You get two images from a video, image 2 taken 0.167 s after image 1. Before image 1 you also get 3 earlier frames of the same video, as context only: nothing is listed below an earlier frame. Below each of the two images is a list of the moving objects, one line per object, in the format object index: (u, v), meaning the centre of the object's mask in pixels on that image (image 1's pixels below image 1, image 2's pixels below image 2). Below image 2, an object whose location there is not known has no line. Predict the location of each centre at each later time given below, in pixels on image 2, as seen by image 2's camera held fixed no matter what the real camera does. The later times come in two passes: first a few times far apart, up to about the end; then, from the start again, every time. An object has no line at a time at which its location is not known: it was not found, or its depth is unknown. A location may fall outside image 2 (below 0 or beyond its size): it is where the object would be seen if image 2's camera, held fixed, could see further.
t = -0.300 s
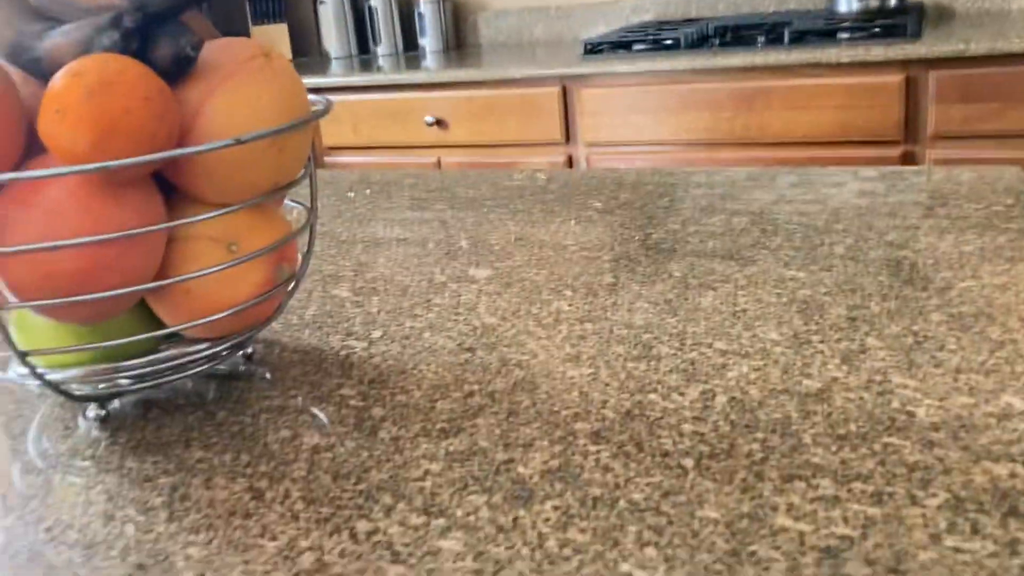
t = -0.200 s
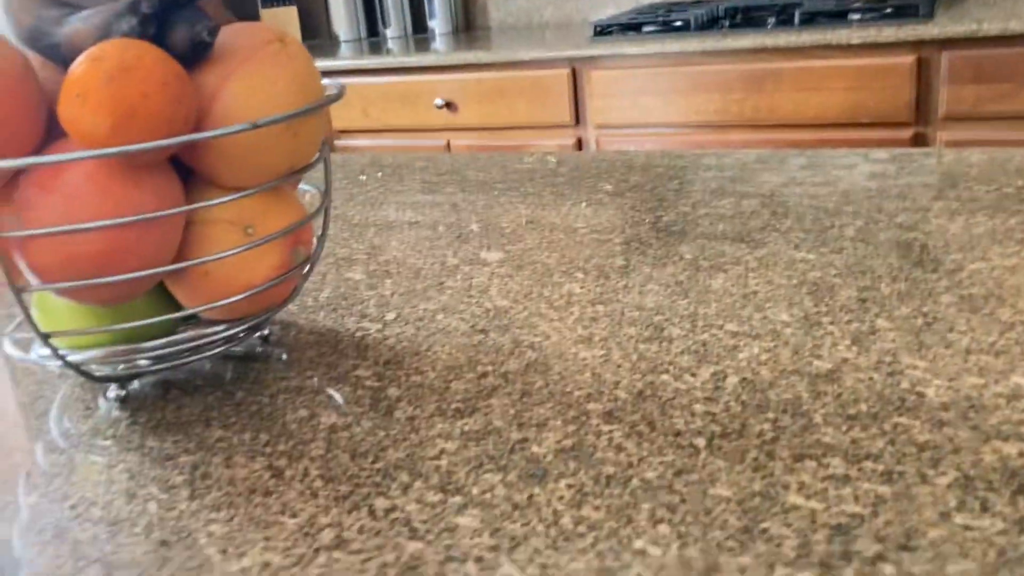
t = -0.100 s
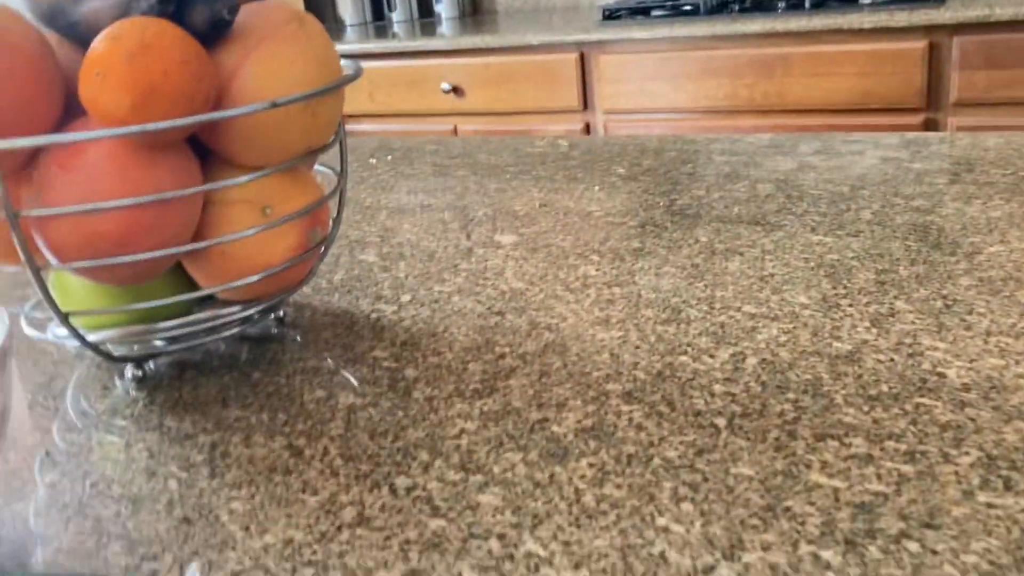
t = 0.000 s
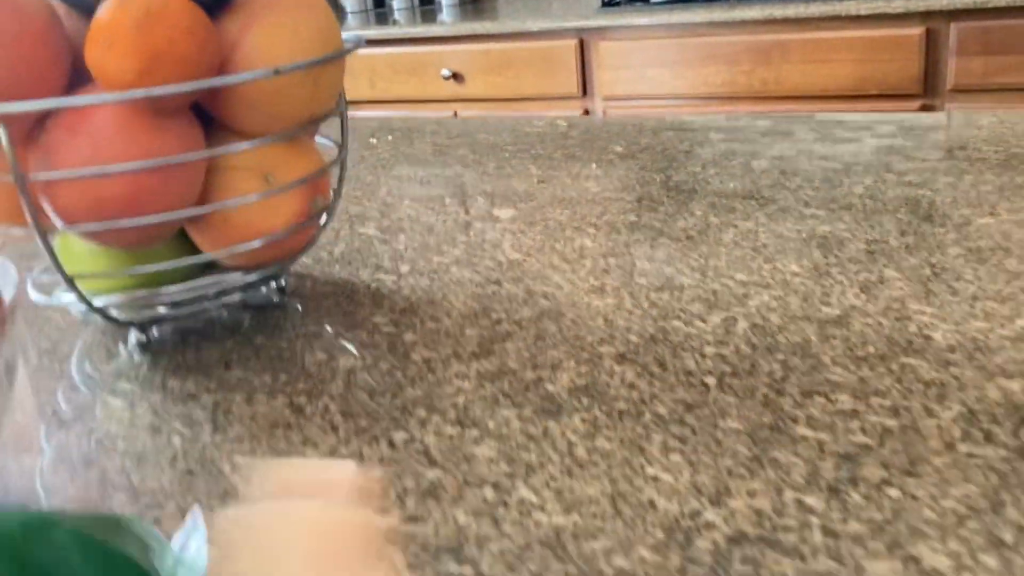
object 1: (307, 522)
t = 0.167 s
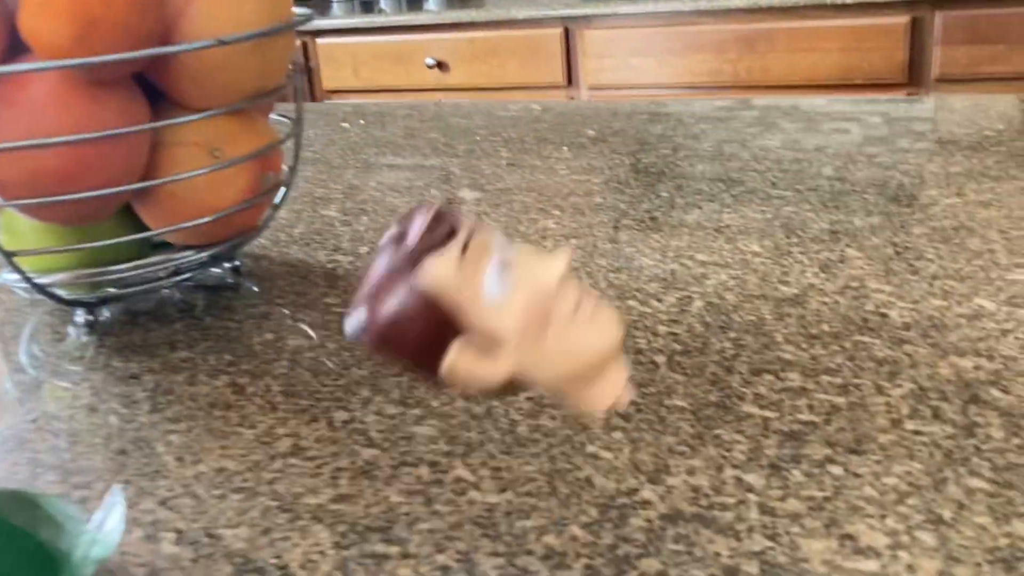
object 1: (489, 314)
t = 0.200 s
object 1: (530, 300)
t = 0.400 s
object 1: (625, 215)
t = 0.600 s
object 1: (668, 170)
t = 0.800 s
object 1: (696, 144)
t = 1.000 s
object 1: (731, 129)
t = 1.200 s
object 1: (735, 127)
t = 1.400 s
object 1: (722, 131)
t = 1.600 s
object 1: (709, 131)
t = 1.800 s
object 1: (718, 131)
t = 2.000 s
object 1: (718, 131)
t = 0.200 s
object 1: (530, 300)
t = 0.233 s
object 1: (566, 310)
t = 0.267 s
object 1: (598, 320)
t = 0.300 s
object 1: (600, 273)
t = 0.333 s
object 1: (609, 250)
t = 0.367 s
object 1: (616, 227)
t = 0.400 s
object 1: (625, 215)
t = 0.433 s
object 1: (635, 221)
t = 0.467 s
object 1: (639, 204)
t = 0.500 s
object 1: (645, 179)
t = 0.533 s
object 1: (653, 168)
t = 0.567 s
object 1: (661, 165)
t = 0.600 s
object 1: (668, 170)
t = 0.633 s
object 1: (671, 157)
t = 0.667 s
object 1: (674, 150)
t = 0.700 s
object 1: (677, 145)
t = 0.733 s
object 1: (681, 144)
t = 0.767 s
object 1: (689, 146)
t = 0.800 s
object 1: (696, 144)
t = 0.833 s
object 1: (701, 143)
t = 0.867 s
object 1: (708, 137)
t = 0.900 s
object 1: (714, 134)
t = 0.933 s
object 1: (720, 131)
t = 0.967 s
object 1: (727, 131)
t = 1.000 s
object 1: (731, 129)
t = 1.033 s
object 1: (734, 128)
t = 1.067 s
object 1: (735, 127)
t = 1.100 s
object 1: (736, 127)
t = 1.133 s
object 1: (735, 127)
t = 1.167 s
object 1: (735, 127)
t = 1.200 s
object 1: (735, 127)
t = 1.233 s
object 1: (735, 127)
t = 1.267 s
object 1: (734, 127)
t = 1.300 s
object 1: (732, 128)
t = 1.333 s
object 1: (731, 128)
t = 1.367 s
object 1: (727, 129)
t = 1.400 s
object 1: (722, 131)
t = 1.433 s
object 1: (717, 131)
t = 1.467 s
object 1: (712, 131)
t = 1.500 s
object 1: (709, 131)
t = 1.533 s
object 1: (708, 131)
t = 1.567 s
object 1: (708, 131)
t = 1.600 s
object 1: (709, 131)
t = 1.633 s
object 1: (711, 131)
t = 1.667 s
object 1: (715, 132)
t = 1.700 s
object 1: (717, 131)
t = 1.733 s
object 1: (718, 131)
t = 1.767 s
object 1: (718, 131)
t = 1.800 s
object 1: (718, 131)
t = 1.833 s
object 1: (718, 131)
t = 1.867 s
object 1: (718, 131)
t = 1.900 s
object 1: (718, 131)
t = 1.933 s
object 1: (718, 131)
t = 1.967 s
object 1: (718, 131)
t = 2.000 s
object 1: (718, 131)
